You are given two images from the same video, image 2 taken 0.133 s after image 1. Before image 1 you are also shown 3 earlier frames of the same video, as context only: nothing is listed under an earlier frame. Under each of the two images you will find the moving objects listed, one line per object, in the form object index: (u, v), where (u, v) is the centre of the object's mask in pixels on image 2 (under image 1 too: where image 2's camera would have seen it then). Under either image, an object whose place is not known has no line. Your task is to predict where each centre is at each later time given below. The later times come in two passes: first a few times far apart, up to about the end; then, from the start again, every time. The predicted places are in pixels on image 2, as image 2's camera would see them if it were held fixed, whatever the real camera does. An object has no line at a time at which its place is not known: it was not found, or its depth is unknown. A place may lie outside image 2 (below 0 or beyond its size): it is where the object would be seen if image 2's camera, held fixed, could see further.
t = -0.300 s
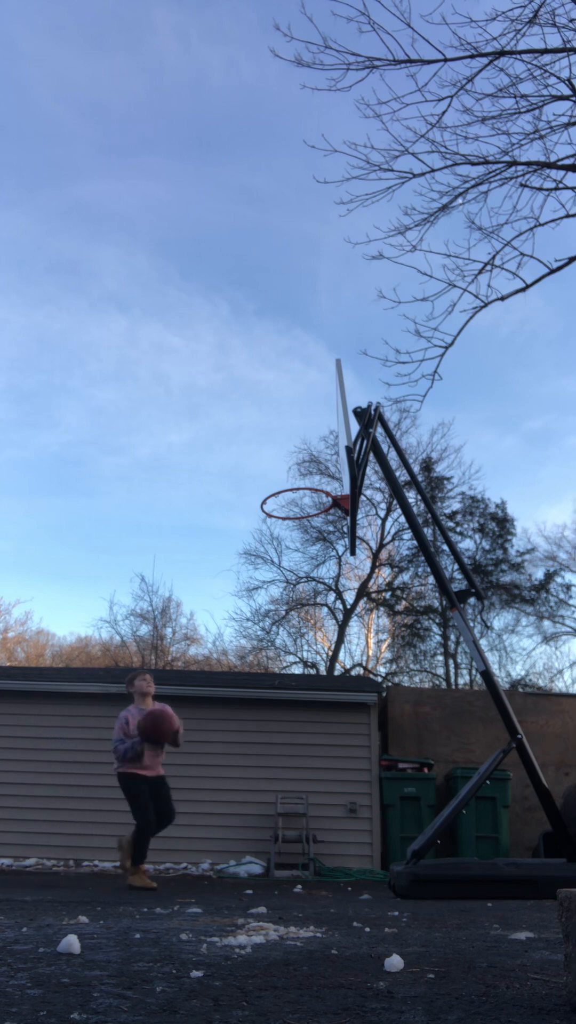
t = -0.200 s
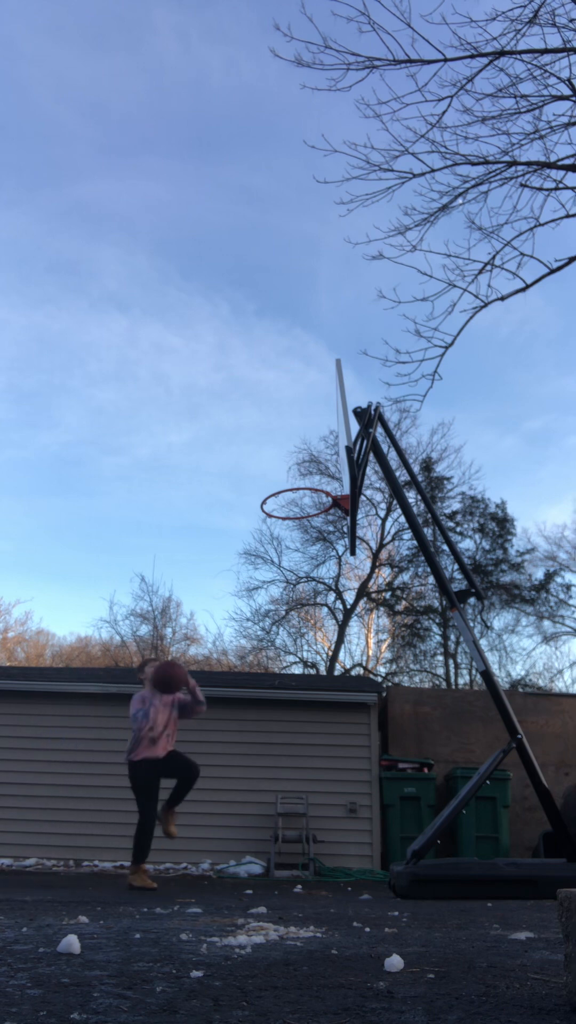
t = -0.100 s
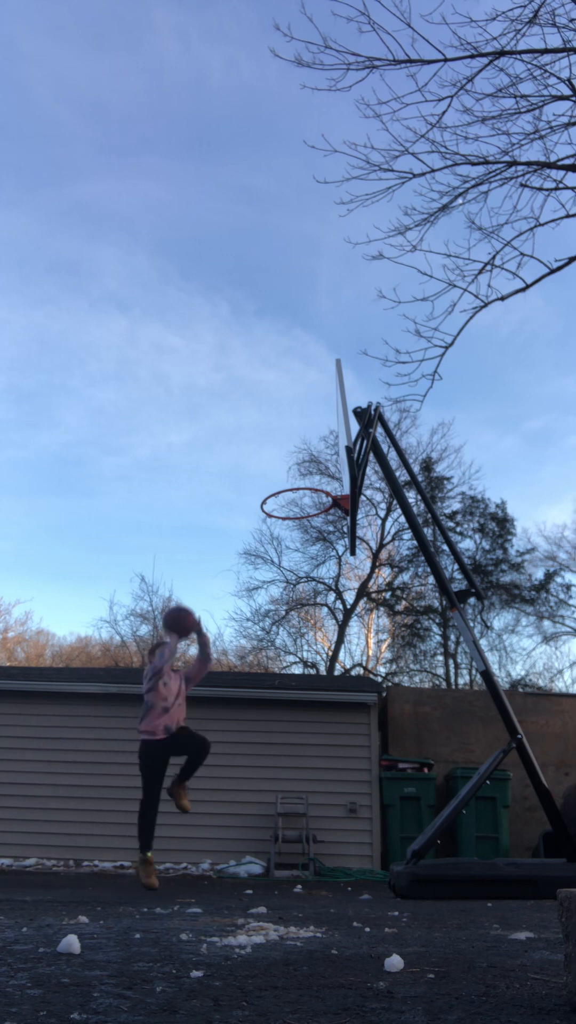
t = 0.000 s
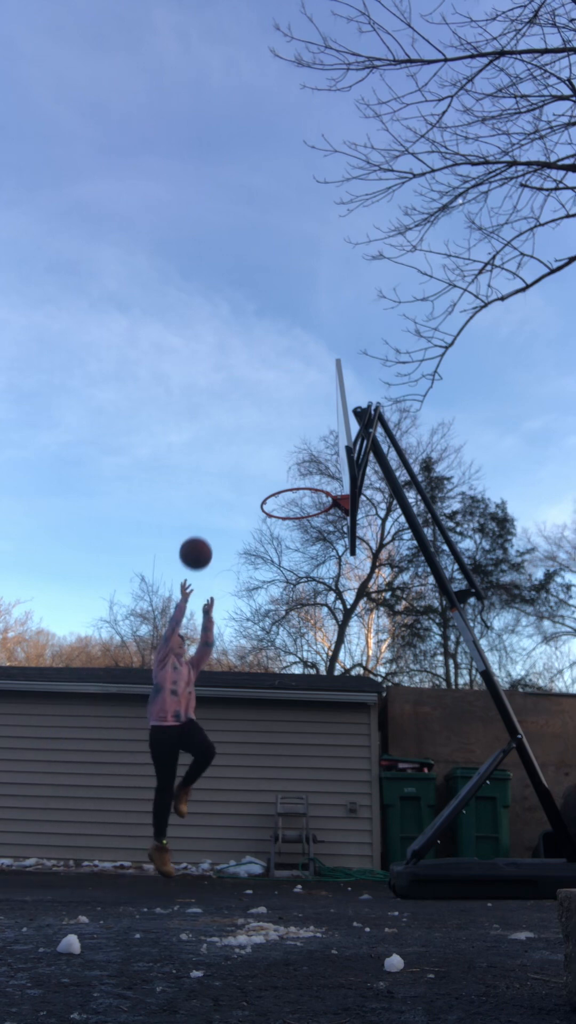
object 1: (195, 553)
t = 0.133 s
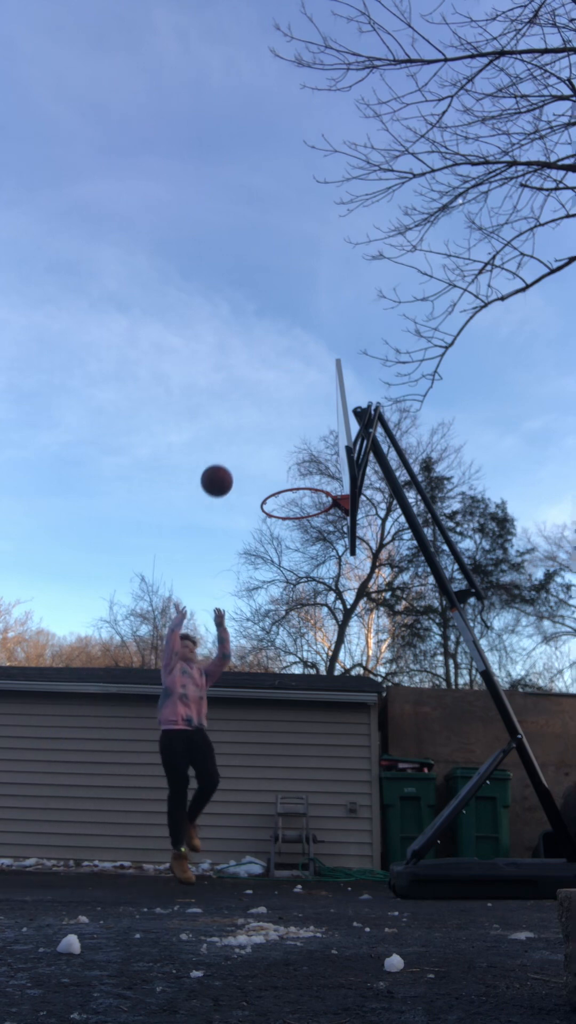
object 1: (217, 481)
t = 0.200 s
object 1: (226, 453)
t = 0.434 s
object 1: (256, 400)
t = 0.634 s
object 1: (279, 405)
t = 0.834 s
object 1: (301, 459)
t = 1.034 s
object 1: (288, 529)
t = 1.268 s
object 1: (226, 668)
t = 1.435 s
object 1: (161, 874)
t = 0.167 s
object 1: (221, 467)
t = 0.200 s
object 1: (226, 453)
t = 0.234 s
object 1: (231, 442)
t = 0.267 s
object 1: (235, 432)
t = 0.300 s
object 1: (240, 423)
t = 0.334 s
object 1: (244, 415)
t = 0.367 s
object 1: (248, 409)
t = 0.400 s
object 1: (252, 404)
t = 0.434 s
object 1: (256, 400)
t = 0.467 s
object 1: (260, 398)
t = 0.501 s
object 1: (264, 397)
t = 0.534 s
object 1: (268, 397)
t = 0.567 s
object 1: (271, 398)
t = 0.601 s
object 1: (275, 401)
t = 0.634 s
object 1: (279, 405)
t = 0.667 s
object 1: (283, 410)
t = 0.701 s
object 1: (286, 417)
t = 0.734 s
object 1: (290, 425)
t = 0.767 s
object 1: (294, 435)
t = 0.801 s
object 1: (298, 446)
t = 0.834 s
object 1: (301, 459)
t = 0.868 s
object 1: (305, 472)
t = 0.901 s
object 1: (308, 490)
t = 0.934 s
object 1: (310, 503)
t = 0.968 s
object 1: (302, 510)
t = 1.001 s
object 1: (296, 518)
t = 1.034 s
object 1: (288, 529)
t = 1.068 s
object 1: (280, 541)
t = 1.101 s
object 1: (273, 556)
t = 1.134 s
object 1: (264, 572)
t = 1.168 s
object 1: (255, 591)
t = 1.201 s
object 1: (246, 613)
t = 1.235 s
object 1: (236, 639)
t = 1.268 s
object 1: (226, 668)
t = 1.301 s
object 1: (214, 700)
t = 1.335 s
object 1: (202, 738)
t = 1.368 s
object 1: (189, 779)
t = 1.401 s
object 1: (175, 826)
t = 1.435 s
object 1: (161, 874)
